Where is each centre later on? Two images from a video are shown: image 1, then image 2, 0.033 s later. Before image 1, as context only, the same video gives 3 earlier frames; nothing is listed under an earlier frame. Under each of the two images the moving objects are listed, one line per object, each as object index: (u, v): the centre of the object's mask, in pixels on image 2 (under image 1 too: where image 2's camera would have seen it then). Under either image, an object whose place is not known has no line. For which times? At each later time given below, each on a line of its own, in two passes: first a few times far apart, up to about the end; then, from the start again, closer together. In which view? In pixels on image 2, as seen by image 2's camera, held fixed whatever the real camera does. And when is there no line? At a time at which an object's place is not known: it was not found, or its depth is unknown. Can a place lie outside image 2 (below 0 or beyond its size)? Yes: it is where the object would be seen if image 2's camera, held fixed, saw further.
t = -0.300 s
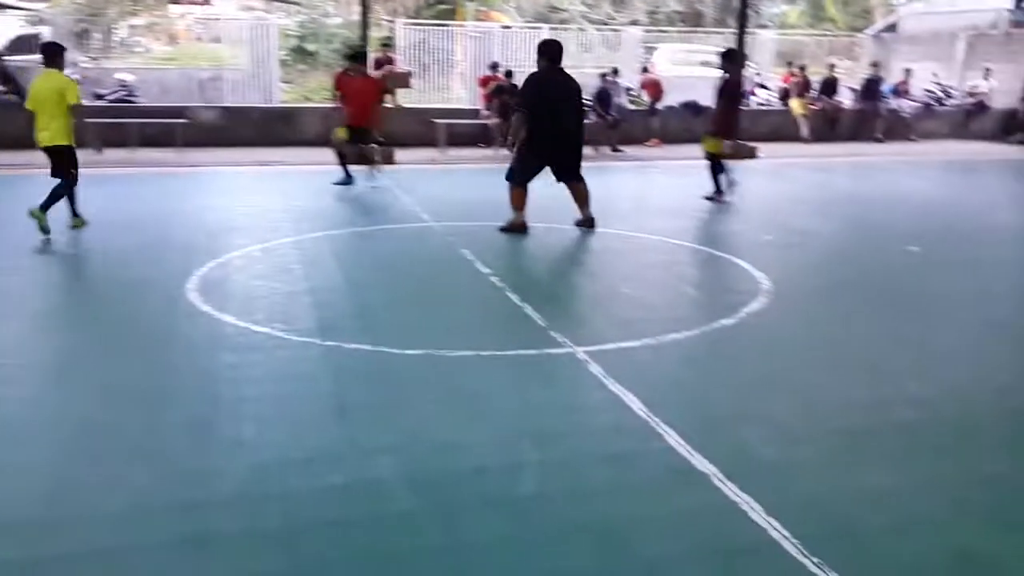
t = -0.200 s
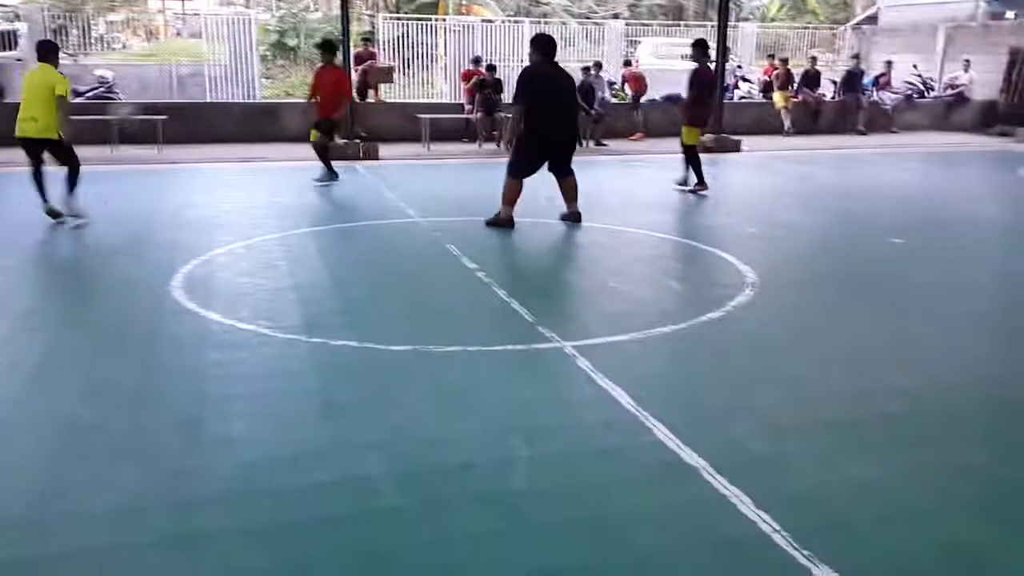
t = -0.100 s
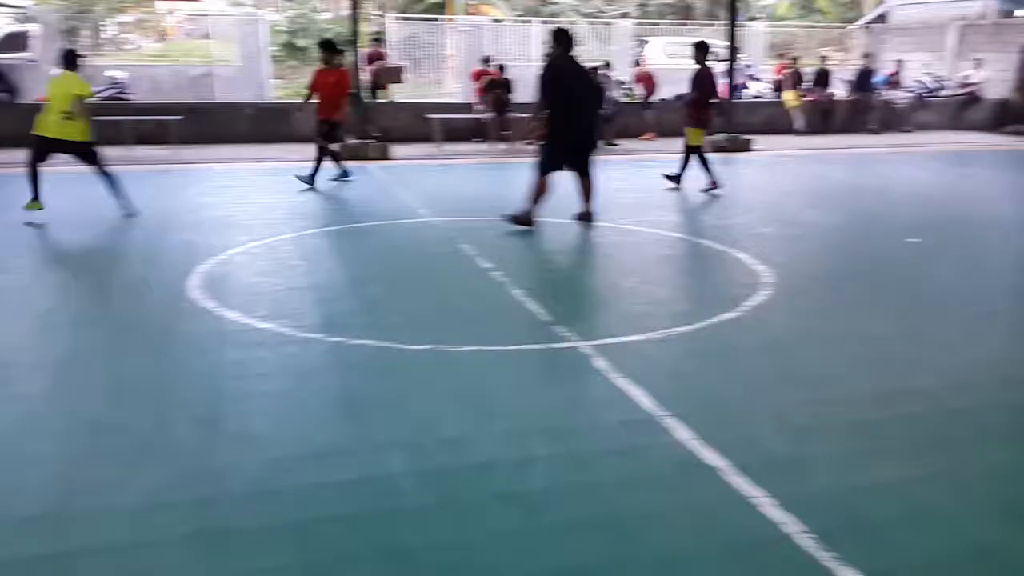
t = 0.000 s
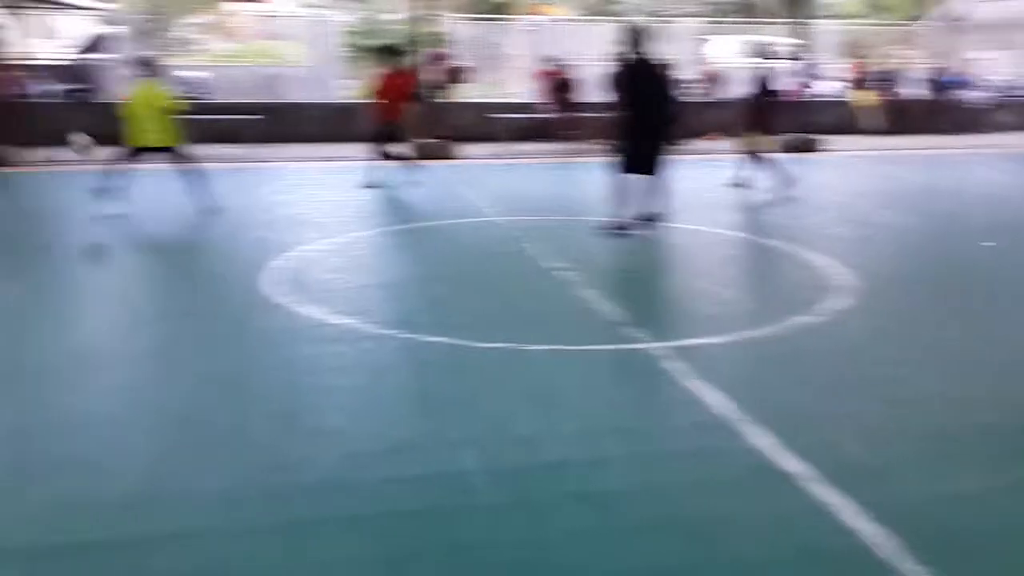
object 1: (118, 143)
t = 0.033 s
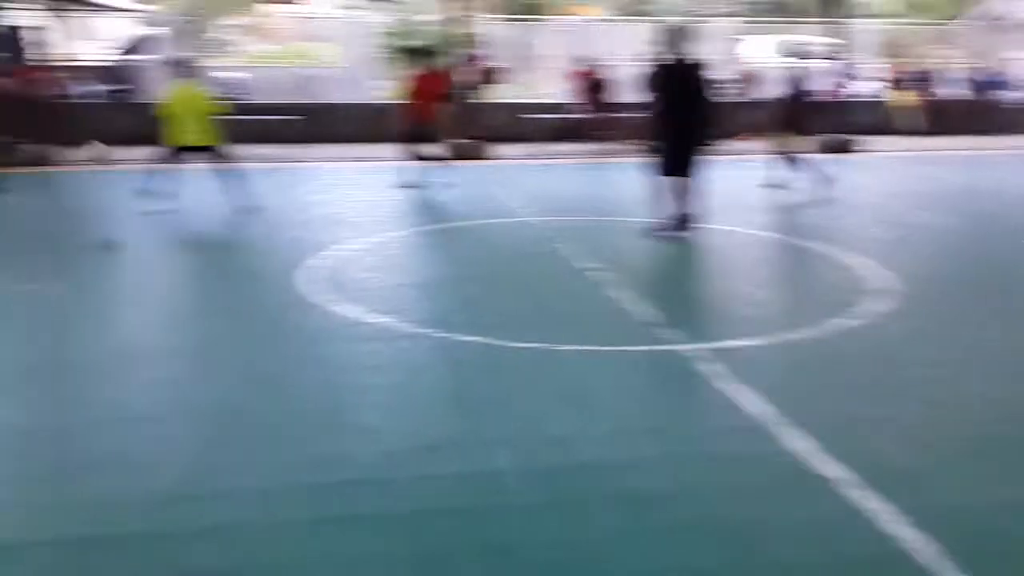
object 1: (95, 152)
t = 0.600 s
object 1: (-137, 208)
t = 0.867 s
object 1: (-251, 228)
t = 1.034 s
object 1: (-333, 258)
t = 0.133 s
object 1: (32, 186)
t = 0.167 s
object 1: (18, 199)
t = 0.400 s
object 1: (-68, 185)
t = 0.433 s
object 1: (-80, 186)
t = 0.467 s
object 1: (-90, 187)
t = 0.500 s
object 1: (-101, 191)
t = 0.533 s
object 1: (-115, 195)
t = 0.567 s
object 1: (-126, 201)
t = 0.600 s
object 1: (-137, 208)
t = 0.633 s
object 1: (-151, 216)
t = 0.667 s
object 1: (-163, 227)
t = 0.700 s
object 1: (-176, 236)
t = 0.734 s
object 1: (-191, 232)
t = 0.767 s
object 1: (-207, 229)
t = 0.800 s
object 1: (-222, 227)
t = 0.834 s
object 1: (-237, 227)
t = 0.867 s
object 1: (-251, 228)
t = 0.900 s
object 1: (-268, 231)
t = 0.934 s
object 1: (-284, 235)
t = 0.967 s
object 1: (-298, 242)
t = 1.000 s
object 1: (-315, 250)
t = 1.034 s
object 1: (-333, 258)
